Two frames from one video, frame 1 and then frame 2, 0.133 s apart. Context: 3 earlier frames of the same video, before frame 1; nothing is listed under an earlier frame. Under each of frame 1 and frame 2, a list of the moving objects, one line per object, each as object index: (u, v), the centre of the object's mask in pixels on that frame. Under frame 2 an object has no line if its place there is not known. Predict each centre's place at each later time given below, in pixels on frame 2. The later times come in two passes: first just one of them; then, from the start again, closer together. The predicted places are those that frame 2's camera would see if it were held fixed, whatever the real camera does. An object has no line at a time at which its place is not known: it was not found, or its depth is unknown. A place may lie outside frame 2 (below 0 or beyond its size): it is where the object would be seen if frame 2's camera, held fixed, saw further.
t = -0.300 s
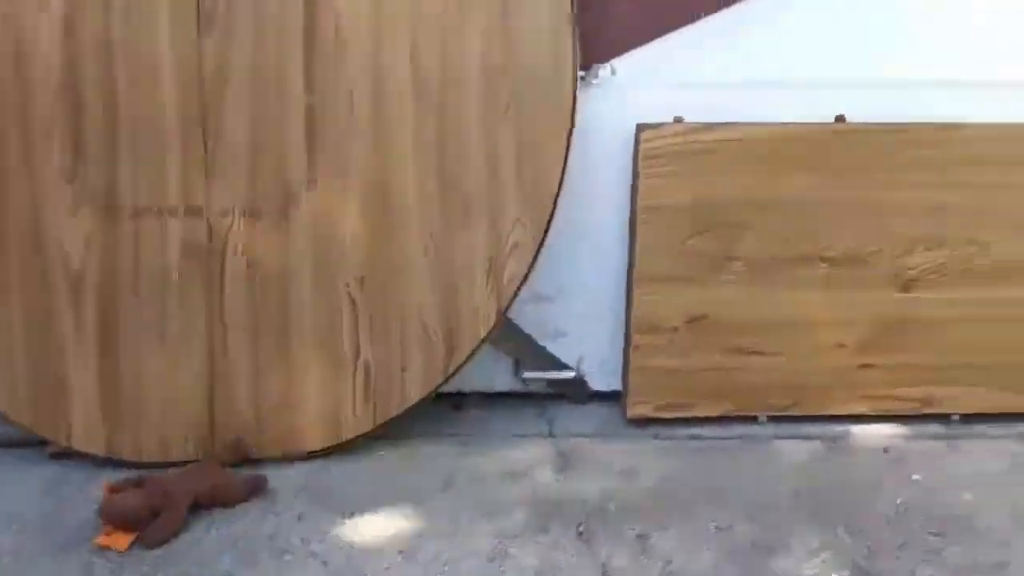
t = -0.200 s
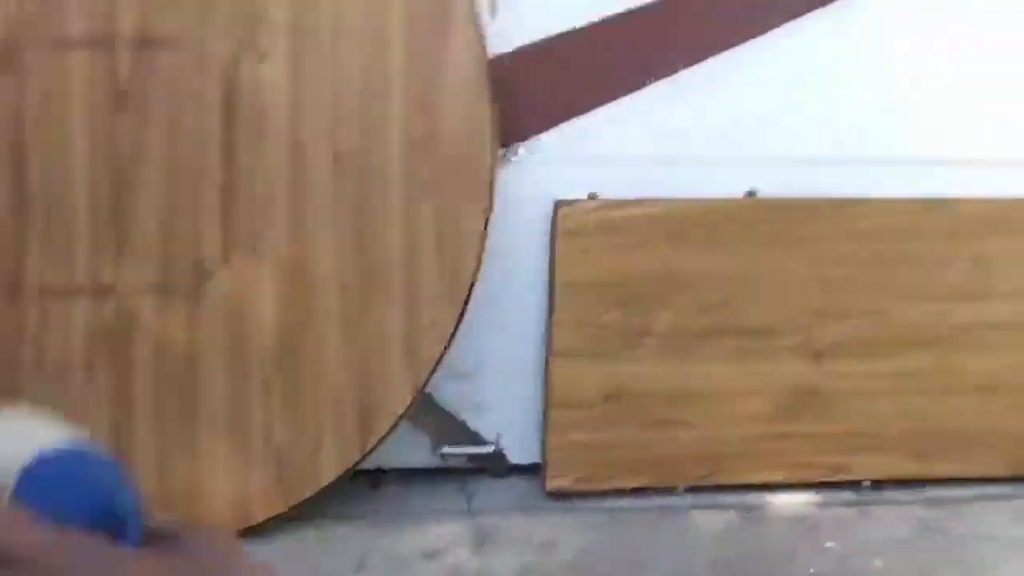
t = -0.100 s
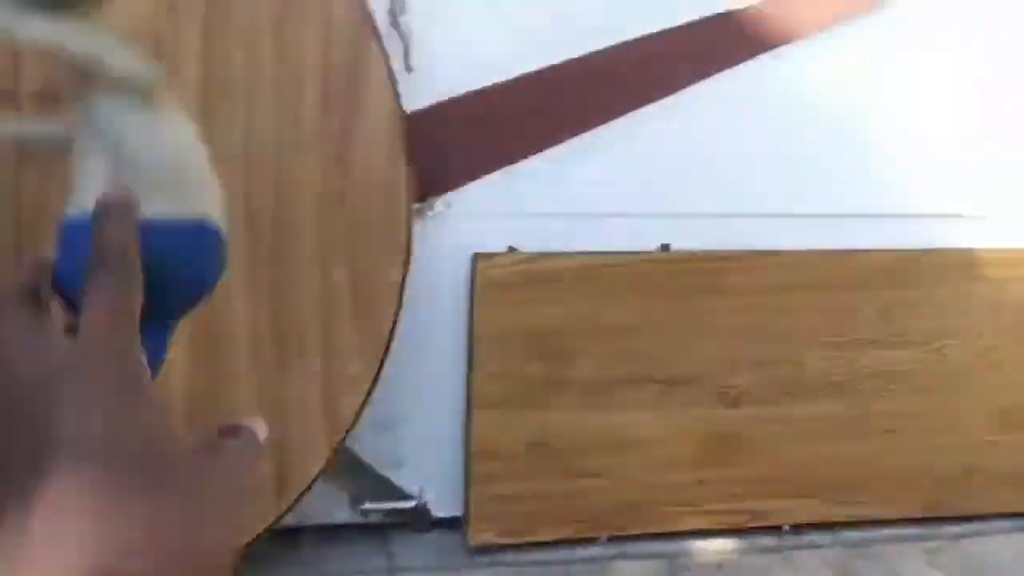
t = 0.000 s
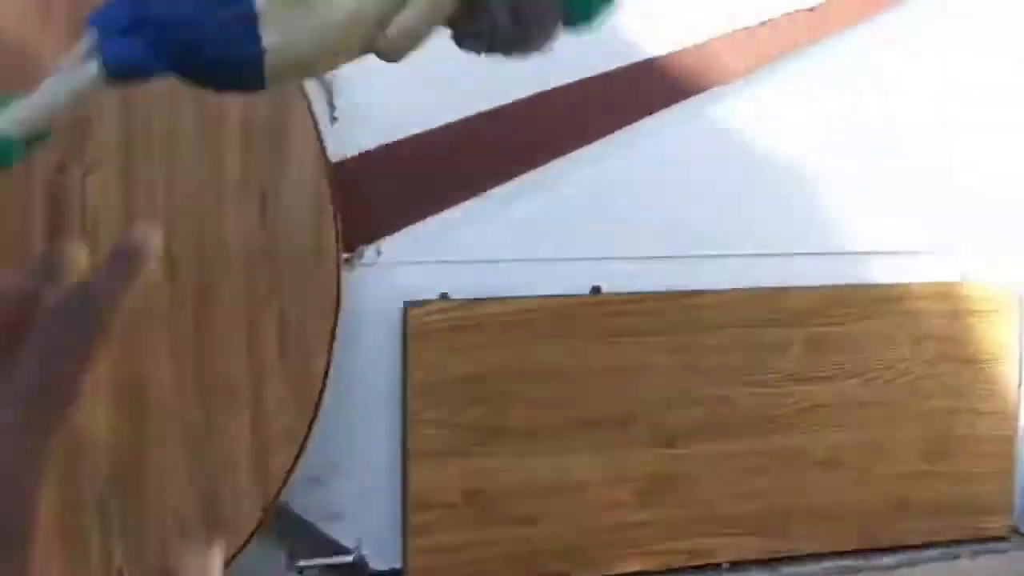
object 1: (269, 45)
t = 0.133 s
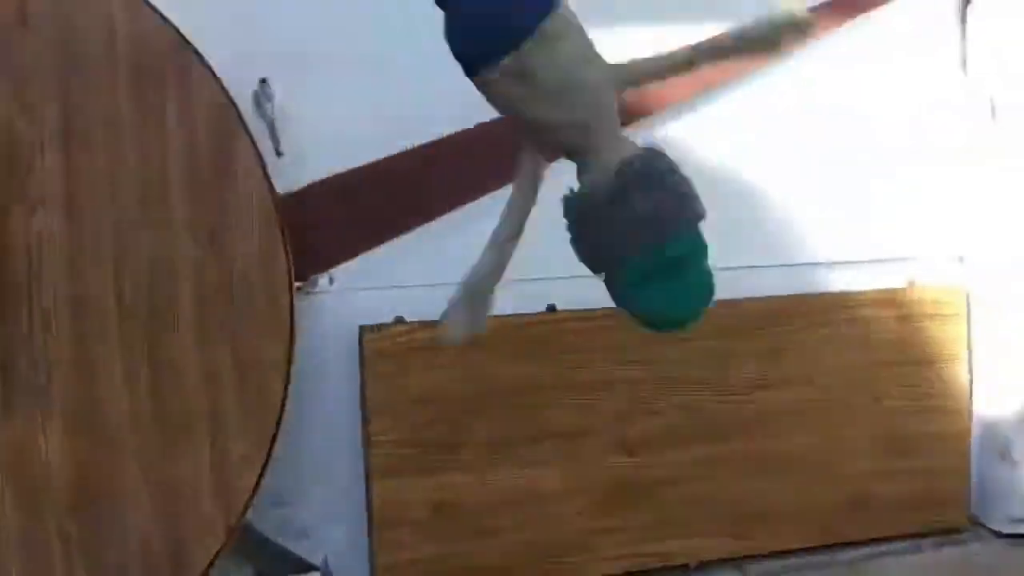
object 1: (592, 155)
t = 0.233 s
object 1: (680, 261)
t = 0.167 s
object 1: (619, 191)
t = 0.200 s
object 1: (650, 226)
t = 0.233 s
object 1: (680, 261)
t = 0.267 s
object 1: (716, 300)
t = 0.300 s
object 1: (748, 339)
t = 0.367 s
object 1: (814, 476)
